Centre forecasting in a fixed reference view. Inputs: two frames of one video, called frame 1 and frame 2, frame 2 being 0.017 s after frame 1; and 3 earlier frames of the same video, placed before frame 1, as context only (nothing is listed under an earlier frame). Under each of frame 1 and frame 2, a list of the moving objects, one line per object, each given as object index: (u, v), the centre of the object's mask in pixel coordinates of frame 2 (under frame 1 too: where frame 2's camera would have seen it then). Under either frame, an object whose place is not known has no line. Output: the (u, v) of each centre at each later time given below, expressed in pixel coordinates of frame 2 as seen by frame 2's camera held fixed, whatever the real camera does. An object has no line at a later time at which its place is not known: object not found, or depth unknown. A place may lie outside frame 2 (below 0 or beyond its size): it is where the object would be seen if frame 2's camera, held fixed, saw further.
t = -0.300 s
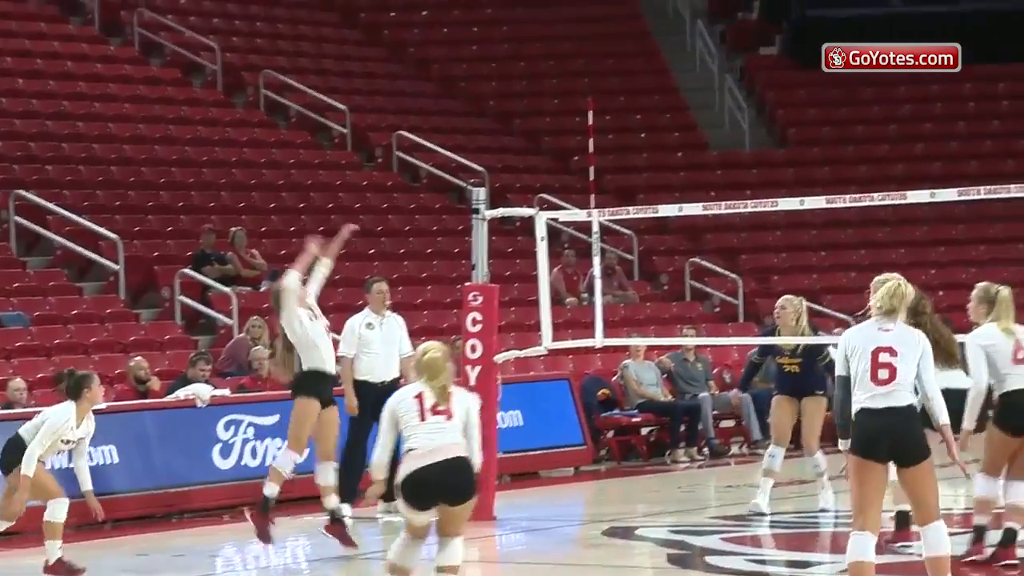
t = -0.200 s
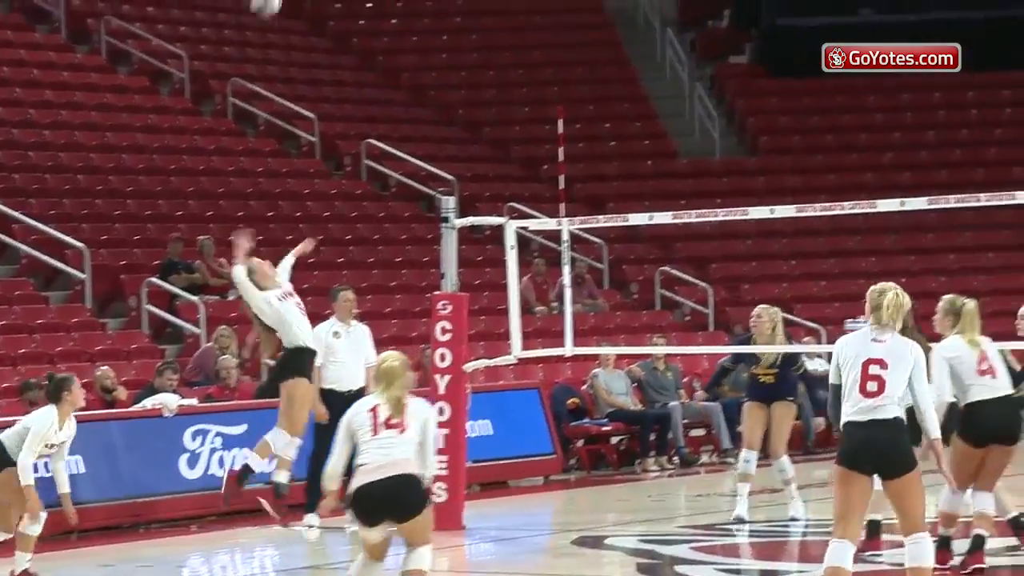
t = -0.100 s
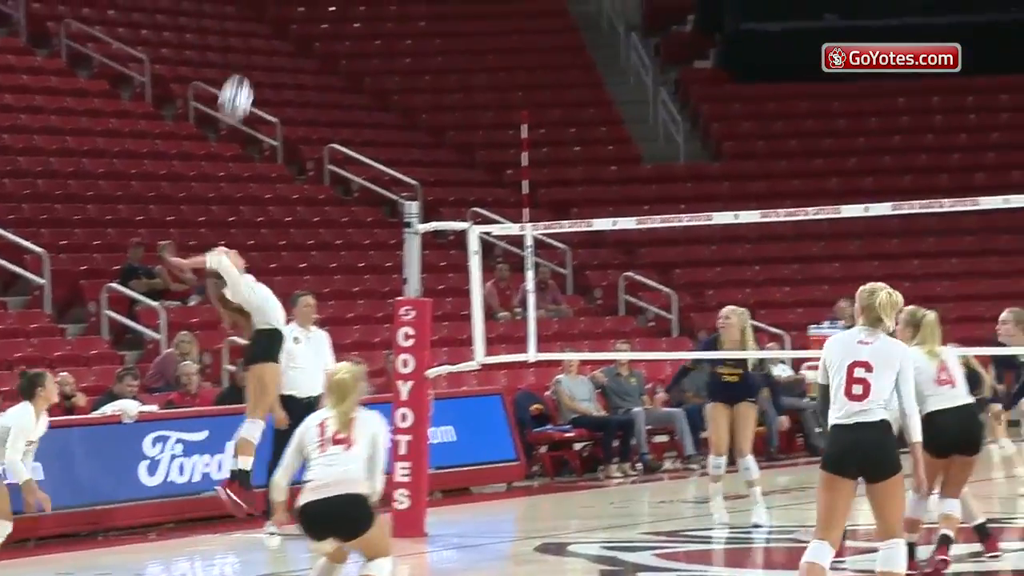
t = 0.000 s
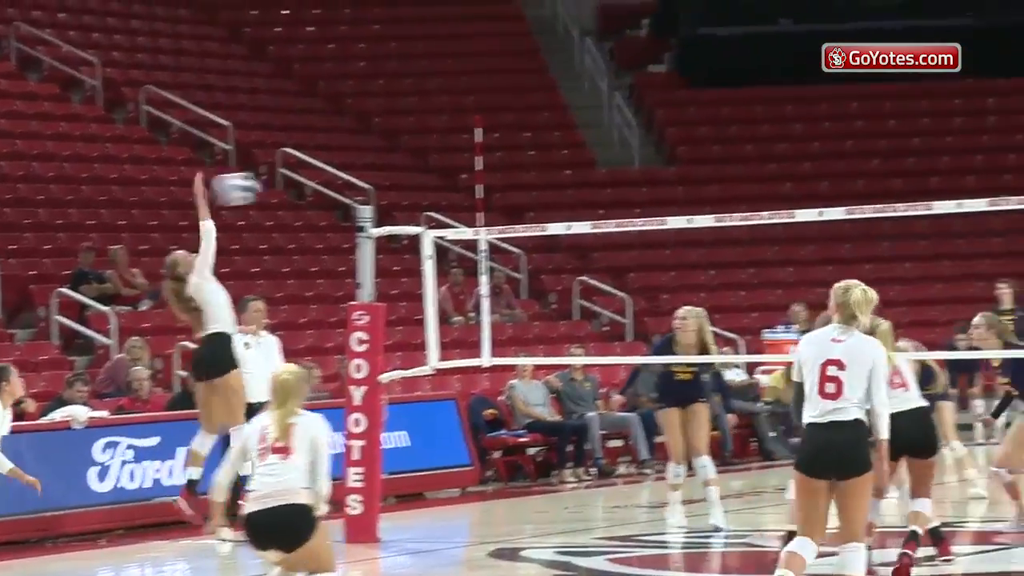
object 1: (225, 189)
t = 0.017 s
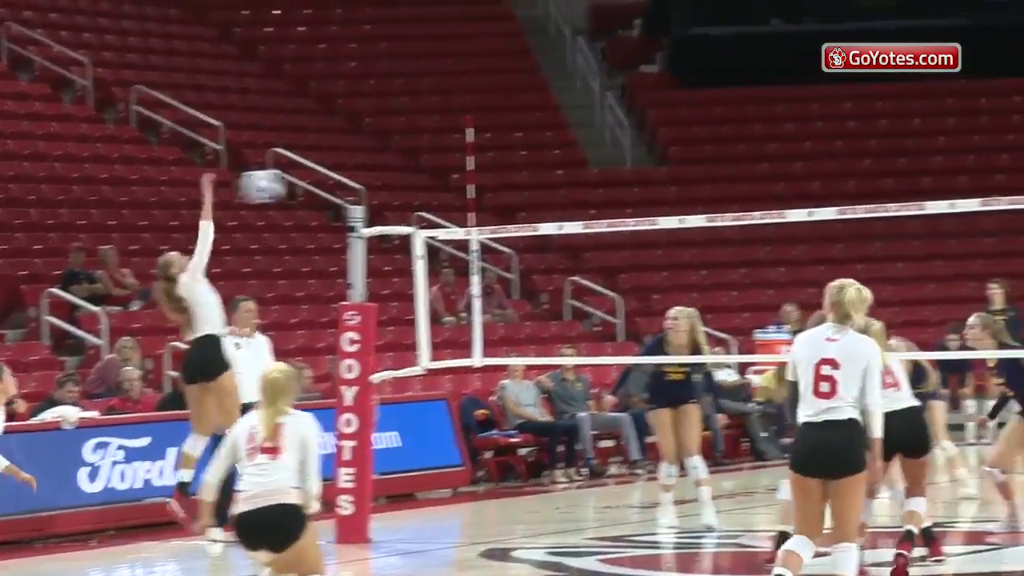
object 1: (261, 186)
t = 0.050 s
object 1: (334, 181)
